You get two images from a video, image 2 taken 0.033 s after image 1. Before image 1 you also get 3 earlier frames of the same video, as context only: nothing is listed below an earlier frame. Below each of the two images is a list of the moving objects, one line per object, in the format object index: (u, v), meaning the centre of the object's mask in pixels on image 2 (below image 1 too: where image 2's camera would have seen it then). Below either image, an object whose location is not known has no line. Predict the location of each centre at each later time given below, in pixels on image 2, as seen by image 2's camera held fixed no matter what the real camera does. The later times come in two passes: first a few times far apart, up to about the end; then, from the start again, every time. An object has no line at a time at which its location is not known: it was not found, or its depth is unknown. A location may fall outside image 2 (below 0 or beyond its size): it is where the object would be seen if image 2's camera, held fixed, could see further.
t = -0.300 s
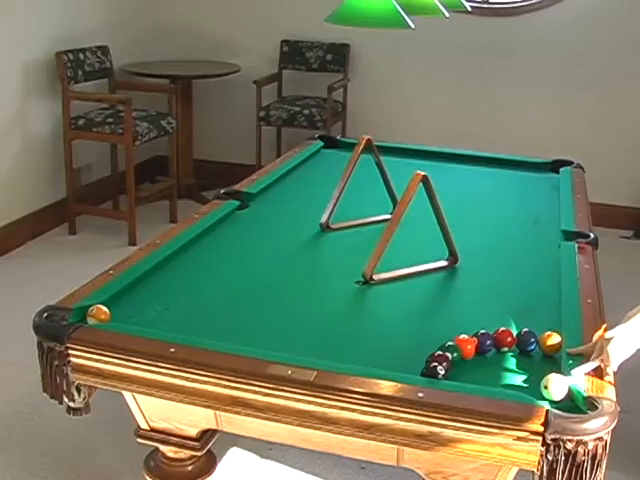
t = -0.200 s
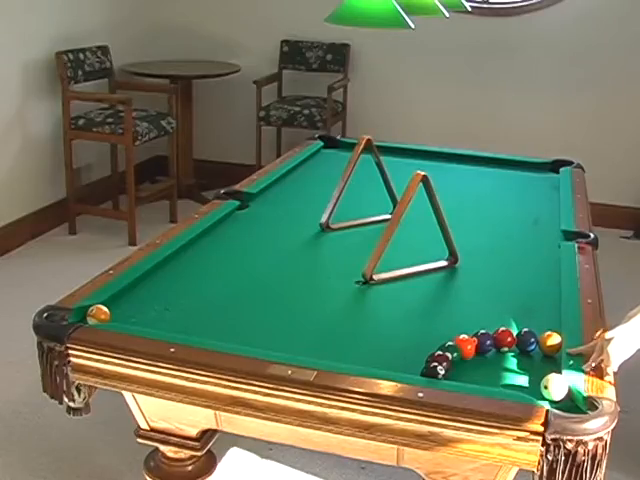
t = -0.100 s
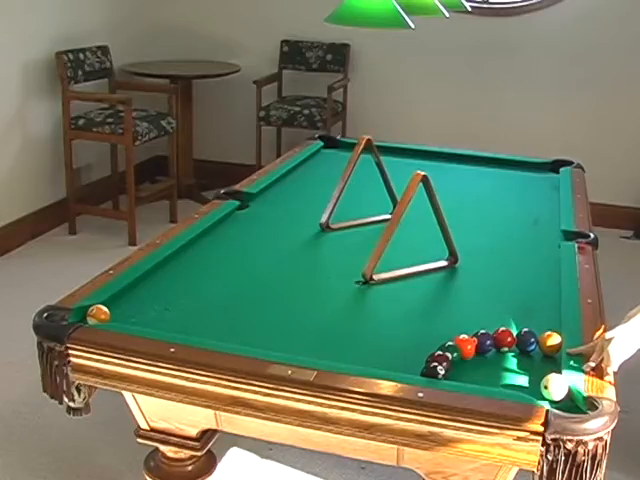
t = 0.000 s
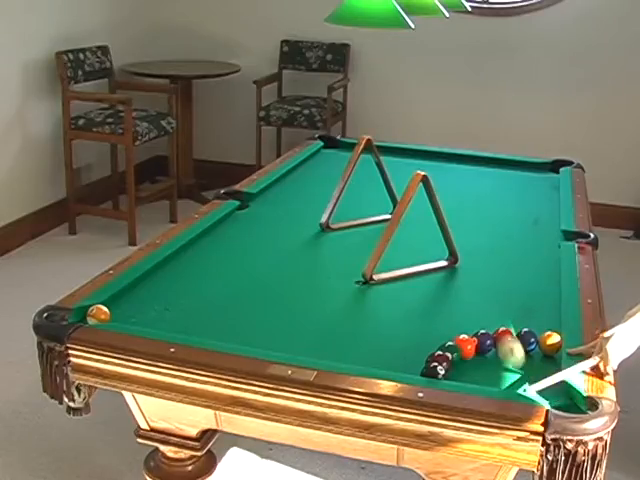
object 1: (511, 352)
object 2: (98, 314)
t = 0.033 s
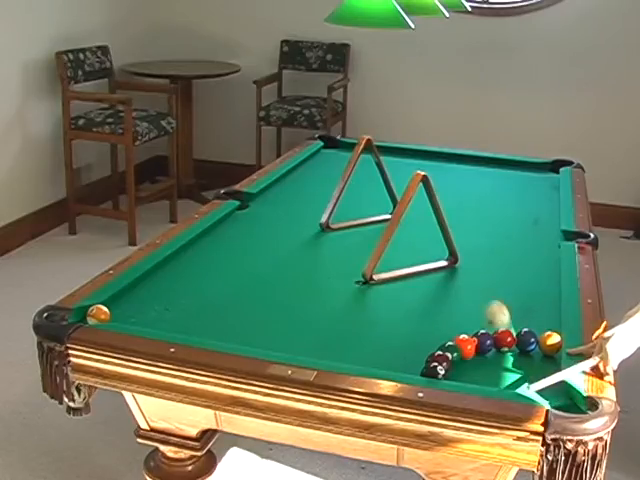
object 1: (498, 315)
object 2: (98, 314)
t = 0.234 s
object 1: (423, 226)
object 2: (98, 314)
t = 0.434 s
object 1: (372, 201)
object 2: (98, 314)
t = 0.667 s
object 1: (325, 172)
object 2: (98, 314)
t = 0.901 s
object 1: (348, 152)
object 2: (98, 314)
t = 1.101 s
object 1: (391, 152)
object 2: (98, 314)
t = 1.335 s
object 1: (429, 165)
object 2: (97, 314)
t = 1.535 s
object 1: (465, 177)
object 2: (97, 314)
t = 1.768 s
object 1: (511, 192)
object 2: (97, 314)
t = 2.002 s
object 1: (548, 207)
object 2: (97, 314)
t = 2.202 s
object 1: (522, 214)
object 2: (97, 314)
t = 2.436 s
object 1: (492, 223)
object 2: (97, 314)
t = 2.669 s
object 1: (459, 232)
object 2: (97, 314)
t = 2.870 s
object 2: (97, 314)
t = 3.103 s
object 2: (97, 314)
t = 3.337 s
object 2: (97, 314)
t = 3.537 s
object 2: (97, 314)
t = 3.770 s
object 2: (97, 314)
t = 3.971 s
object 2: (97, 314)
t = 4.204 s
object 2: (97, 314)
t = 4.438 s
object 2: (97, 314)
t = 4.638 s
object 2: (91, 314)
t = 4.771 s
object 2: (81, 316)
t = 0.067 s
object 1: (484, 285)
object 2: (98, 314)
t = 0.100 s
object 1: (471, 263)
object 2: (98, 314)
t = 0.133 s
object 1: (458, 245)
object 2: (98, 314)
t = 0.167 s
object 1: (445, 235)
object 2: (98, 314)
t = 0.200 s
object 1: (435, 228)
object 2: (98, 314)
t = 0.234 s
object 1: (423, 226)
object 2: (98, 314)
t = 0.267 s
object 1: (414, 227)
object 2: (98, 314)
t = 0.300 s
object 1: (404, 231)
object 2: (98, 314)
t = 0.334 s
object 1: (396, 238)
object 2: (98, 314)
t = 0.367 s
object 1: (385, 217)
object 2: (98, 314)
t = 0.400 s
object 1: (379, 208)
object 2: (98, 314)
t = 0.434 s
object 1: (372, 201)
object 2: (98, 314)
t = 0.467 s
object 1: (364, 197)
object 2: (98, 314)
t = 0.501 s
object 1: (357, 195)
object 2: (98, 314)
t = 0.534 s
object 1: (350, 191)
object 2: (98, 314)
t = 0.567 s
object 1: (348, 186)
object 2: (98, 314)
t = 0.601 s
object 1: (335, 179)
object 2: (98, 314)
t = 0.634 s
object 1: (331, 176)
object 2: (98, 314)
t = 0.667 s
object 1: (325, 172)
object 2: (98, 314)
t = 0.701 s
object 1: (319, 168)
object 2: (98, 314)
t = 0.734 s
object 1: (312, 163)
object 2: (98, 314)
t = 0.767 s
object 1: (309, 160)
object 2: (98, 314)
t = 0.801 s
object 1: (320, 158)
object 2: (98, 314)
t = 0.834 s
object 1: (331, 156)
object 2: (98, 314)
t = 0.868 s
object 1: (341, 155)
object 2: (98, 314)
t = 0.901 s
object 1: (348, 152)
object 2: (98, 314)
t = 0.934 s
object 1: (360, 155)
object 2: (98, 314)
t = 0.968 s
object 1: (365, 151)
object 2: (98, 314)
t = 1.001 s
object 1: (377, 147)
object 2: (98, 314)
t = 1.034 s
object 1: (381, 147)
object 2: (98, 314)
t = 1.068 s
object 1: (385, 149)
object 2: (98, 314)
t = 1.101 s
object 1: (391, 152)
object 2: (98, 314)
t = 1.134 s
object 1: (396, 154)
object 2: (98, 314)
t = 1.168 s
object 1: (401, 155)
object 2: (98, 314)
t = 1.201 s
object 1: (406, 158)
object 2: (98, 314)
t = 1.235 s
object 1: (412, 160)
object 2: (98, 314)
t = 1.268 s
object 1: (418, 161)
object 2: (98, 314)
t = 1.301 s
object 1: (424, 162)
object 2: (98, 314)
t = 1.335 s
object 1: (429, 165)
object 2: (97, 314)
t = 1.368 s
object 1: (435, 167)
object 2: (97, 314)
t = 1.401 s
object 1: (441, 169)
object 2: (97, 314)
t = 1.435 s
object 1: (447, 171)
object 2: (97, 314)
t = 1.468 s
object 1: (453, 173)
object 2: (97, 314)
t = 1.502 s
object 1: (459, 175)
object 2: (97, 314)
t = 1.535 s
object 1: (465, 177)
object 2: (97, 314)
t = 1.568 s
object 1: (471, 180)
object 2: (97, 314)
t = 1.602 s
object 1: (478, 181)
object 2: (97, 314)
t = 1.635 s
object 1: (484, 184)
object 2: (97, 314)
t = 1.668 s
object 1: (490, 186)
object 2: (97, 314)
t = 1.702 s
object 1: (497, 188)
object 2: (97, 314)
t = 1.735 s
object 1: (504, 190)
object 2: (97, 314)
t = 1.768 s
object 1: (511, 192)
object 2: (97, 314)
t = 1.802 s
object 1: (518, 195)
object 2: (97, 314)
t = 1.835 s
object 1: (525, 197)
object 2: (97, 314)
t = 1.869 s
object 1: (532, 199)
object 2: (97, 314)
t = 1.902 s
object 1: (539, 201)
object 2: (97, 314)
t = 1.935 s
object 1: (545, 204)
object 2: (97, 314)
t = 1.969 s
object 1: (552, 206)
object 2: (97, 314)
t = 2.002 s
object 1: (548, 207)
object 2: (97, 314)
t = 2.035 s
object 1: (543, 208)
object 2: (97, 314)
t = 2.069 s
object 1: (539, 210)
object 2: (97, 314)
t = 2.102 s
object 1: (535, 211)
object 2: (98, 314)
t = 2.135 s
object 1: (531, 212)
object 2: (97, 314)
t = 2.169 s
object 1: (527, 213)
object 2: (97, 314)
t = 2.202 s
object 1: (522, 214)
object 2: (97, 314)
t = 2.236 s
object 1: (518, 216)
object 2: (97, 314)
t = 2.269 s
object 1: (514, 217)
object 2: (97, 314)
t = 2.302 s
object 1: (509, 218)
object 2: (97, 314)
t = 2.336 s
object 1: (505, 219)
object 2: (97, 314)
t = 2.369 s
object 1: (501, 220)
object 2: (97, 314)
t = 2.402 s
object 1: (496, 222)
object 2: (97, 314)
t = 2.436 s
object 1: (492, 223)
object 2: (97, 314)
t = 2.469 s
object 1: (488, 224)
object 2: (97, 314)
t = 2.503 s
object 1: (483, 225)
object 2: (97, 314)
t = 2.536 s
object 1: (478, 227)
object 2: (97, 314)
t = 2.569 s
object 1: (473, 228)
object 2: (97, 314)
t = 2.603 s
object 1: (468, 229)
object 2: (97, 314)
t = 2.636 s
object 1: (464, 230)
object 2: (97, 314)
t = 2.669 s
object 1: (459, 232)
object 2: (97, 314)
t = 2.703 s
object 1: (456, 233)
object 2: (97, 314)
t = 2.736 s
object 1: (453, 232)
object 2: (97, 314)
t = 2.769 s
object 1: (440, 237)
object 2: (97, 314)
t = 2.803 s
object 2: (97, 314)
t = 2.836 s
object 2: (97, 314)
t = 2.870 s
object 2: (97, 314)
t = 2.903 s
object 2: (97, 314)
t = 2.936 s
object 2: (97, 314)
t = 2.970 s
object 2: (97, 314)
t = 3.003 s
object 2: (97, 314)
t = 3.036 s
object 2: (97, 314)
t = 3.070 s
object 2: (97, 314)
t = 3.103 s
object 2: (97, 314)
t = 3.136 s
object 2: (97, 314)
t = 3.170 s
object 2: (97, 314)
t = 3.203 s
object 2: (97, 314)
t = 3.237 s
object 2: (97, 314)
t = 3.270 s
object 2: (97, 314)
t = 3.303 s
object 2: (97, 314)
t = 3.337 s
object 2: (97, 314)
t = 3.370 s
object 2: (97, 314)
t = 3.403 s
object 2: (97, 314)
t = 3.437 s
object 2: (97, 314)
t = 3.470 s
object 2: (97, 314)
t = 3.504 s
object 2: (97, 314)
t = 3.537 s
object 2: (97, 314)
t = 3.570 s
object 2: (97, 314)
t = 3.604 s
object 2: (97, 314)
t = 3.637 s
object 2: (97, 314)
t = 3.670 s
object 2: (97, 314)
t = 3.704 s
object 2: (97, 314)
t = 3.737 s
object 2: (97, 314)
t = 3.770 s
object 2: (97, 314)
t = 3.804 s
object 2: (97, 314)
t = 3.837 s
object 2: (97, 314)
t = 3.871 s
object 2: (97, 314)
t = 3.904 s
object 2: (97, 314)
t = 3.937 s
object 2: (97, 314)
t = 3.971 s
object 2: (97, 314)
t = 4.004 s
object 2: (97, 314)
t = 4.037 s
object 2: (97, 314)
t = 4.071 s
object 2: (98, 314)
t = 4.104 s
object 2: (97, 314)
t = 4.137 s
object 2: (97, 314)
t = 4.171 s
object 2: (97, 314)
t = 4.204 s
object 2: (97, 314)
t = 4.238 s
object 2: (97, 314)
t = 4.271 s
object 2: (97, 314)
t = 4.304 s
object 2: (97, 314)
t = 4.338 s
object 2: (97, 314)
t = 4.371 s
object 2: (97, 314)
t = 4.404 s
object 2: (97, 314)
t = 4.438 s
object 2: (97, 314)
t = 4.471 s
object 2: (98, 314)
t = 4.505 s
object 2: (97, 314)
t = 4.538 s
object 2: (97, 314)
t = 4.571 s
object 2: (96, 314)
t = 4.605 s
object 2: (94, 314)
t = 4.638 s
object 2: (91, 314)
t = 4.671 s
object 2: (90, 314)
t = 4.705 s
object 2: (87, 314)
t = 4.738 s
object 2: (84, 315)
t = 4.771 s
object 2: (81, 316)
